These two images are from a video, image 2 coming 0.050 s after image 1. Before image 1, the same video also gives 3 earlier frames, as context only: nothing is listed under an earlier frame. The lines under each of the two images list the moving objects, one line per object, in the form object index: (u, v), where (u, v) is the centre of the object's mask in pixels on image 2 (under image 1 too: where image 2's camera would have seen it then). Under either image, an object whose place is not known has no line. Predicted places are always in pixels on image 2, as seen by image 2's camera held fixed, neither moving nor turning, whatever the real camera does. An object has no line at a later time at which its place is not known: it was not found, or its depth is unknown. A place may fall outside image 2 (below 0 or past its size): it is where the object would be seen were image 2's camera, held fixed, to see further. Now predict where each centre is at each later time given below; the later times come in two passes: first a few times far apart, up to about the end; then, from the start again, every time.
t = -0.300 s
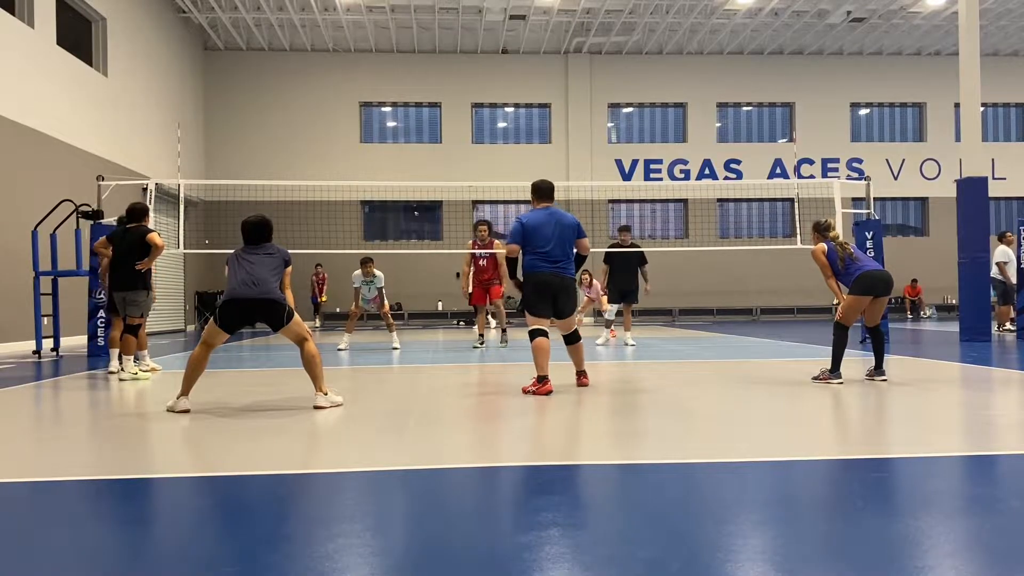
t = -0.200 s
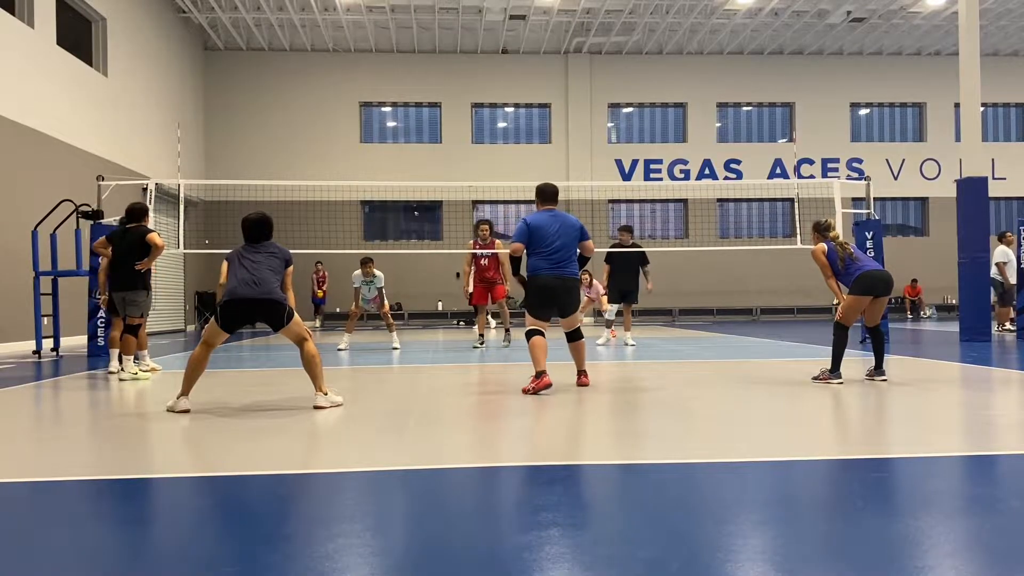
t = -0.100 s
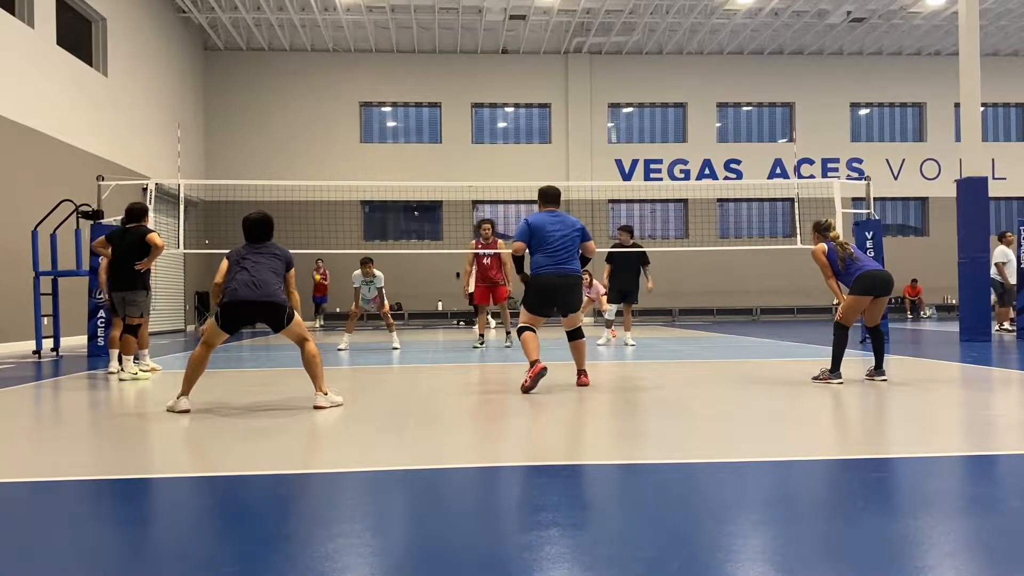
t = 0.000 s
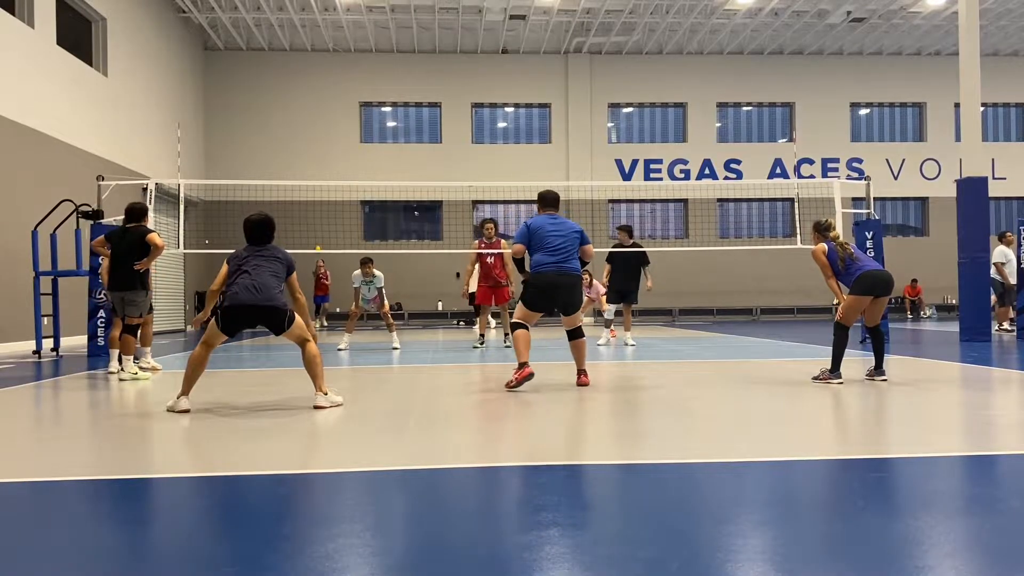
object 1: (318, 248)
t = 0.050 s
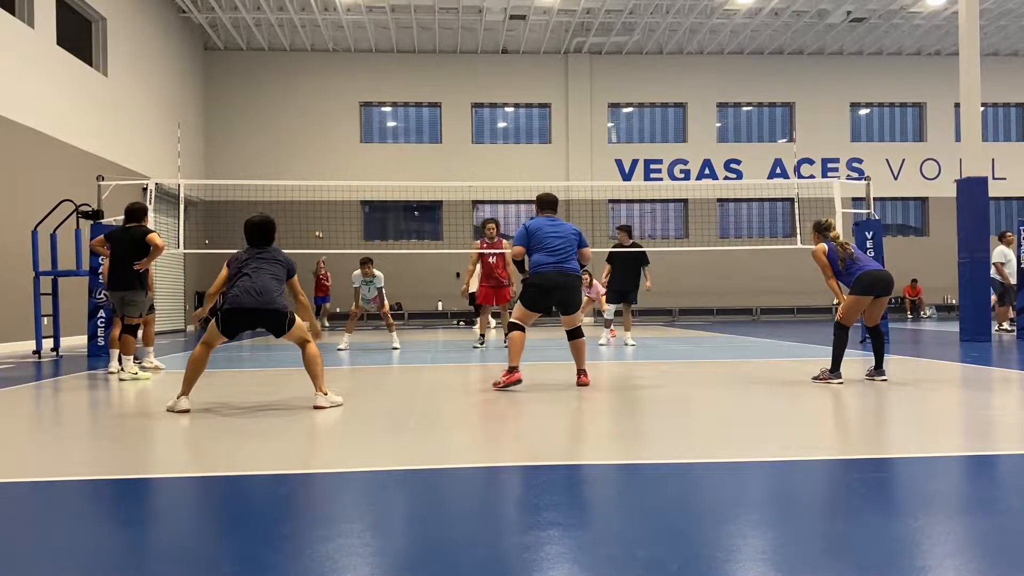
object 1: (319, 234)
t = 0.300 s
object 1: (321, 179)
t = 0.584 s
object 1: (326, 145)
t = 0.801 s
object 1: (329, 139)
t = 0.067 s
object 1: (319, 230)
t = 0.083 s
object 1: (319, 226)
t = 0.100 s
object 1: (319, 222)
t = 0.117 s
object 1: (319, 217)
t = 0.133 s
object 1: (319, 214)
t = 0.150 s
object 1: (320, 210)
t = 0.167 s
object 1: (319, 206)
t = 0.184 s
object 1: (320, 203)
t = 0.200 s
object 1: (320, 199)
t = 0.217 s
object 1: (320, 196)
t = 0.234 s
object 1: (320, 192)
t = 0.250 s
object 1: (321, 189)
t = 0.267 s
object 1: (321, 187)
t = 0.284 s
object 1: (321, 186)
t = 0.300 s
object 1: (321, 179)
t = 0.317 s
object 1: (322, 178)
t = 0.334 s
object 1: (322, 175)
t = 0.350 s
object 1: (322, 172)
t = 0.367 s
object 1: (322, 169)
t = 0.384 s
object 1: (323, 167)
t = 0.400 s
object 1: (323, 164)
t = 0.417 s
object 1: (323, 162)
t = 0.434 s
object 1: (324, 160)
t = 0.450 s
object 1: (324, 158)
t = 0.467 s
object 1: (324, 156)
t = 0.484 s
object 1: (324, 154)
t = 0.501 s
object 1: (324, 152)
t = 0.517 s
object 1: (325, 151)
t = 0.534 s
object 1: (325, 149)
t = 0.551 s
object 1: (325, 148)
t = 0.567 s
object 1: (325, 147)
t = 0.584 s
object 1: (326, 145)
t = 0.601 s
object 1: (326, 144)
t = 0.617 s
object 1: (326, 143)
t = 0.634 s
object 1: (327, 142)
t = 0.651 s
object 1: (327, 141)
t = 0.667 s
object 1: (327, 140)
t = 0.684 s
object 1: (328, 140)
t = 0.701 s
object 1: (328, 140)
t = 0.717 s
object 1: (328, 139)
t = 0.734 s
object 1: (328, 139)
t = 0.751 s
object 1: (329, 139)
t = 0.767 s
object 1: (329, 139)
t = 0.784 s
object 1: (329, 139)
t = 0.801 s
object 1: (329, 139)
